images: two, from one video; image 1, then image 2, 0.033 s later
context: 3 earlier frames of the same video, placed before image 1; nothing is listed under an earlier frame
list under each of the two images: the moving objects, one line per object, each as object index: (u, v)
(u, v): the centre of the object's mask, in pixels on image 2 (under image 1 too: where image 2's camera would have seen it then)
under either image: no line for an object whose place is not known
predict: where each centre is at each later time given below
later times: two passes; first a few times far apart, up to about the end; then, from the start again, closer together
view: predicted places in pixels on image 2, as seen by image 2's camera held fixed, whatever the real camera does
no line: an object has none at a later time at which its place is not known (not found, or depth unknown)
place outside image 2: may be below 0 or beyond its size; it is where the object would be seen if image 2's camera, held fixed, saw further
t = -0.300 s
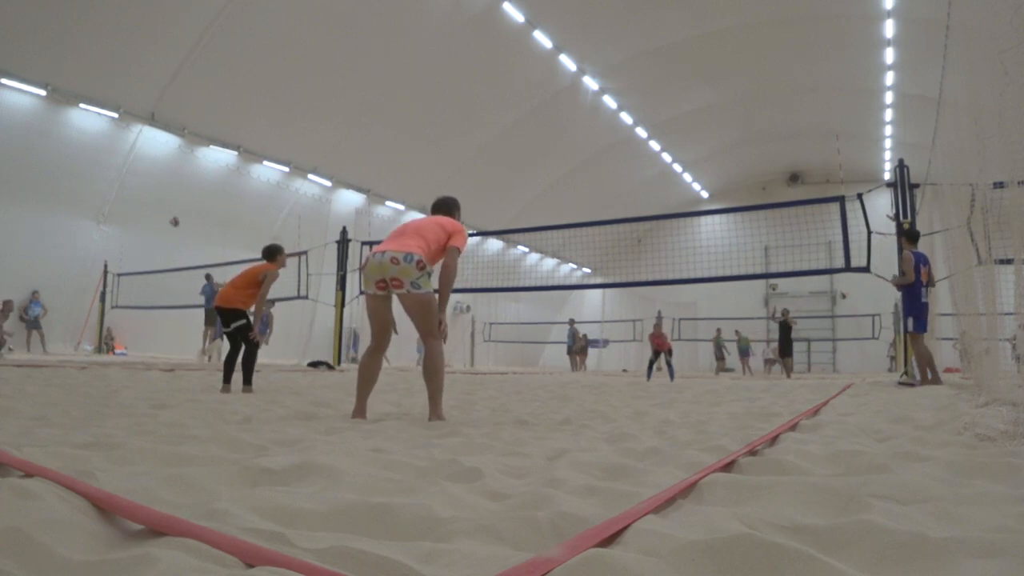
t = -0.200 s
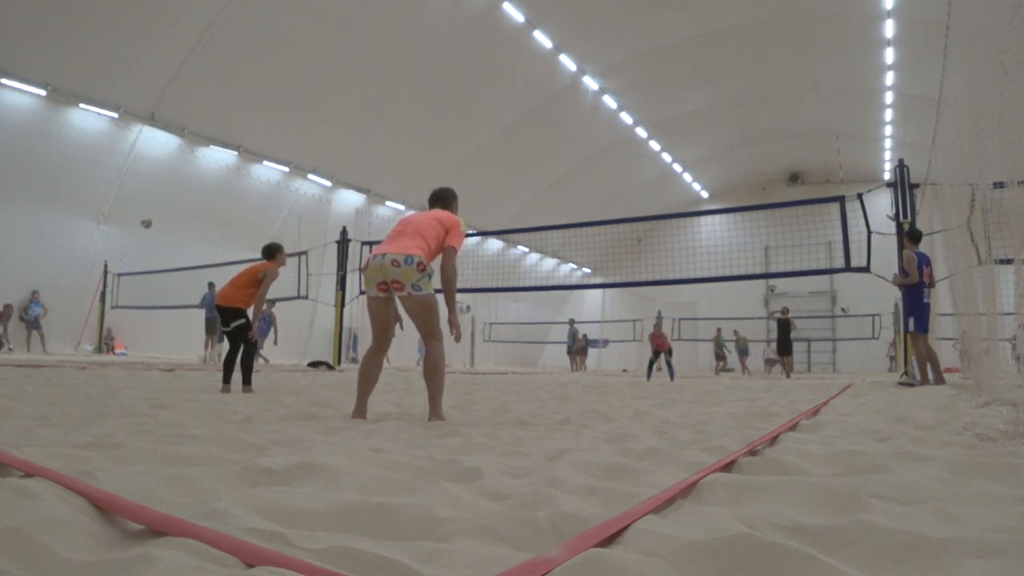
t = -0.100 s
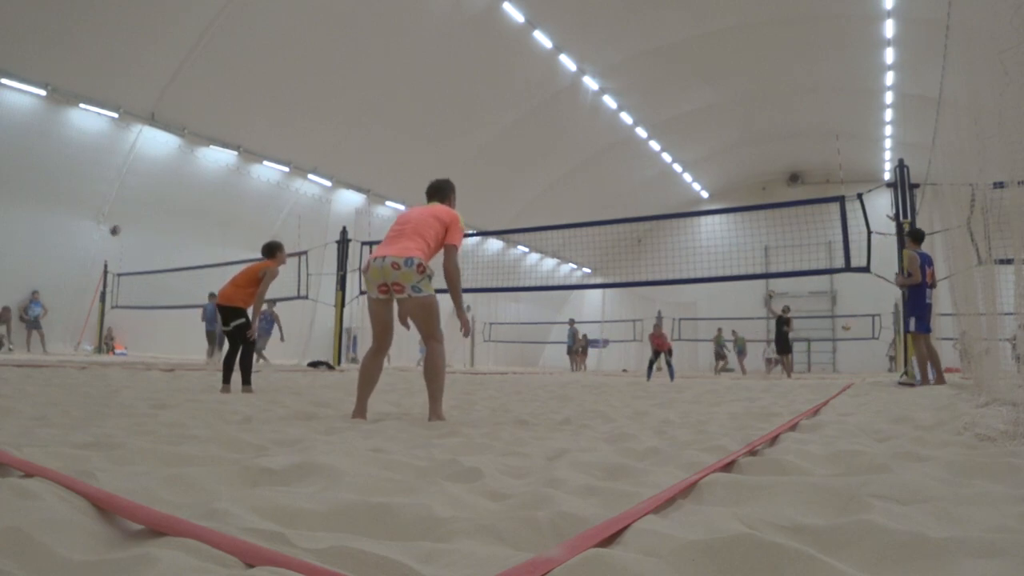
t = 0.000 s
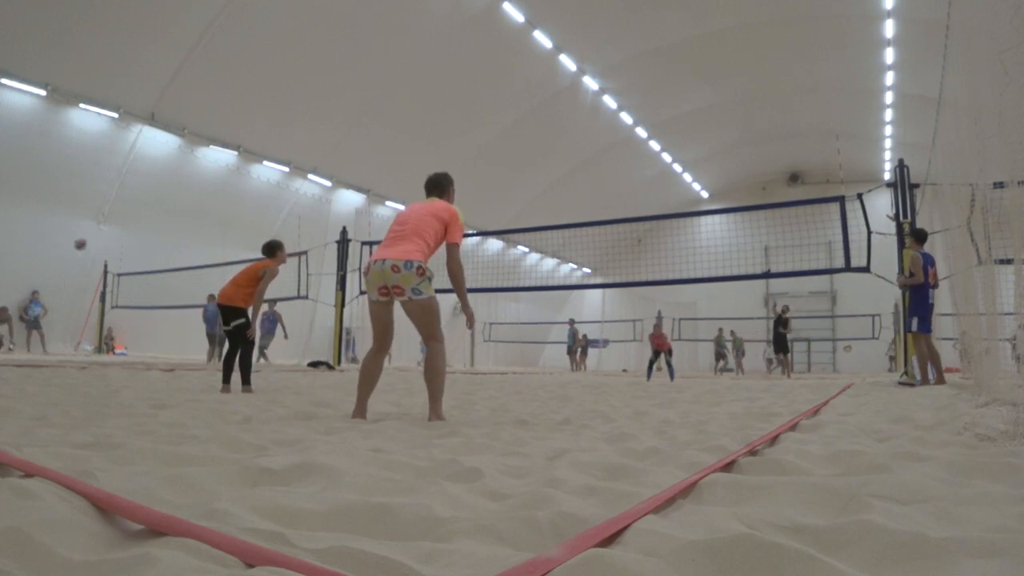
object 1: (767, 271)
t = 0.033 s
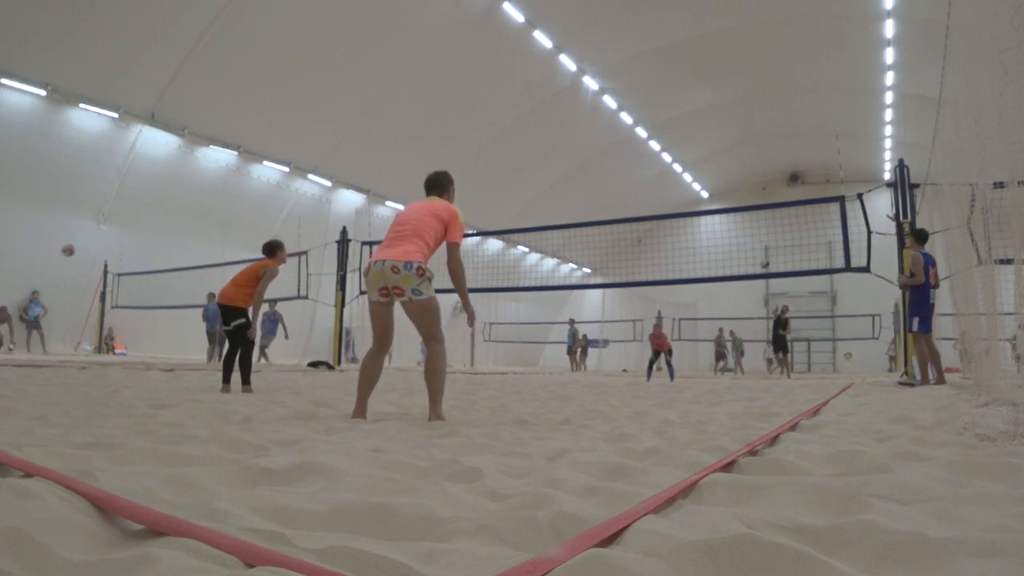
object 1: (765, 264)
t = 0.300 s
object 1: (751, 216)
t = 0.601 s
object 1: (739, 188)
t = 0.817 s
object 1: (738, 203)
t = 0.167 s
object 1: (757, 238)
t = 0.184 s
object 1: (757, 234)
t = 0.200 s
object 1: (756, 231)
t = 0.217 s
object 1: (755, 228)
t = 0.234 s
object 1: (754, 225)
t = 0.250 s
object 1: (753, 223)
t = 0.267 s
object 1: (752, 220)
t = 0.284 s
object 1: (752, 217)
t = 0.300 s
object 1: (751, 216)
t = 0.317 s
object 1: (750, 214)
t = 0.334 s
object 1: (749, 213)
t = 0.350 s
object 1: (748, 207)
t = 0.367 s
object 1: (747, 203)
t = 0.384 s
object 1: (747, 201)
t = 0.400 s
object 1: (746, 201)
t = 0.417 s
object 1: (746, 200)
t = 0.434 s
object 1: (745, 199)
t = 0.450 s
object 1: (745, 196)
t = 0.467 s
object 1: (743, 195)
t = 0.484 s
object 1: (743, 193)
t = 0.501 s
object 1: (742, 192)
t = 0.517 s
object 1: (741, 191)
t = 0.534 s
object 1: (741, 190)
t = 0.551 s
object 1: (741, 190)
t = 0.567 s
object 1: (740, 189)
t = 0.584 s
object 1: (740, 188)
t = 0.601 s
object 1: (739, 188)
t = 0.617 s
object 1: (739, 188)
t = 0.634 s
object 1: (738, 188)
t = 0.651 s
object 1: (738, 189)
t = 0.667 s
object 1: (738, 189)
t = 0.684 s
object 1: (738, 190)
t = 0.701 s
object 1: (738, 191)
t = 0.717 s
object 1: (738, 192)
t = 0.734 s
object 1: (737, 193)
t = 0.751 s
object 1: (738, 194)
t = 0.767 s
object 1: (738, 196)
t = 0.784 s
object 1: (738, 199)
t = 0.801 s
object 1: (738, 201)
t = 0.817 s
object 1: (738, 203)
